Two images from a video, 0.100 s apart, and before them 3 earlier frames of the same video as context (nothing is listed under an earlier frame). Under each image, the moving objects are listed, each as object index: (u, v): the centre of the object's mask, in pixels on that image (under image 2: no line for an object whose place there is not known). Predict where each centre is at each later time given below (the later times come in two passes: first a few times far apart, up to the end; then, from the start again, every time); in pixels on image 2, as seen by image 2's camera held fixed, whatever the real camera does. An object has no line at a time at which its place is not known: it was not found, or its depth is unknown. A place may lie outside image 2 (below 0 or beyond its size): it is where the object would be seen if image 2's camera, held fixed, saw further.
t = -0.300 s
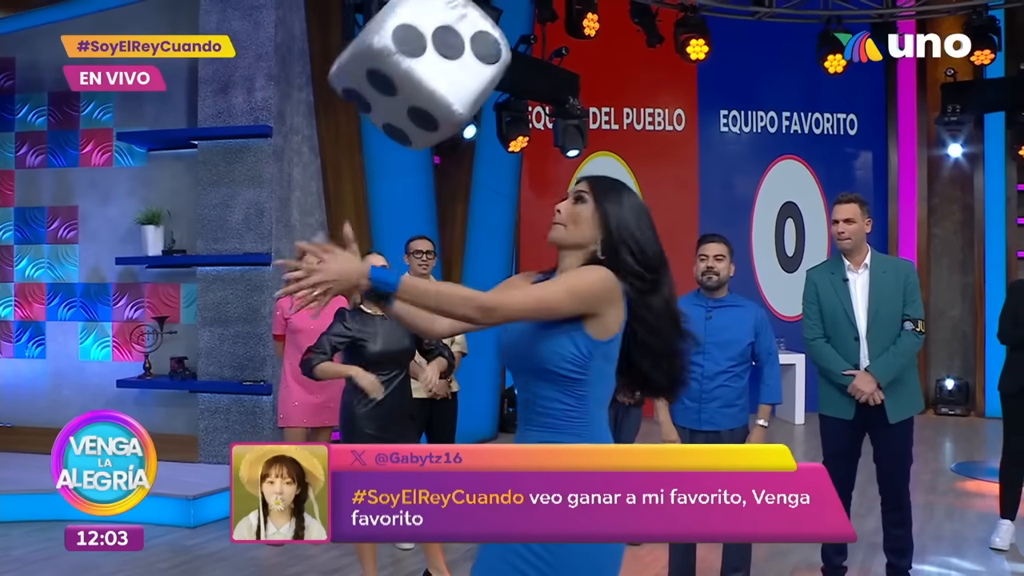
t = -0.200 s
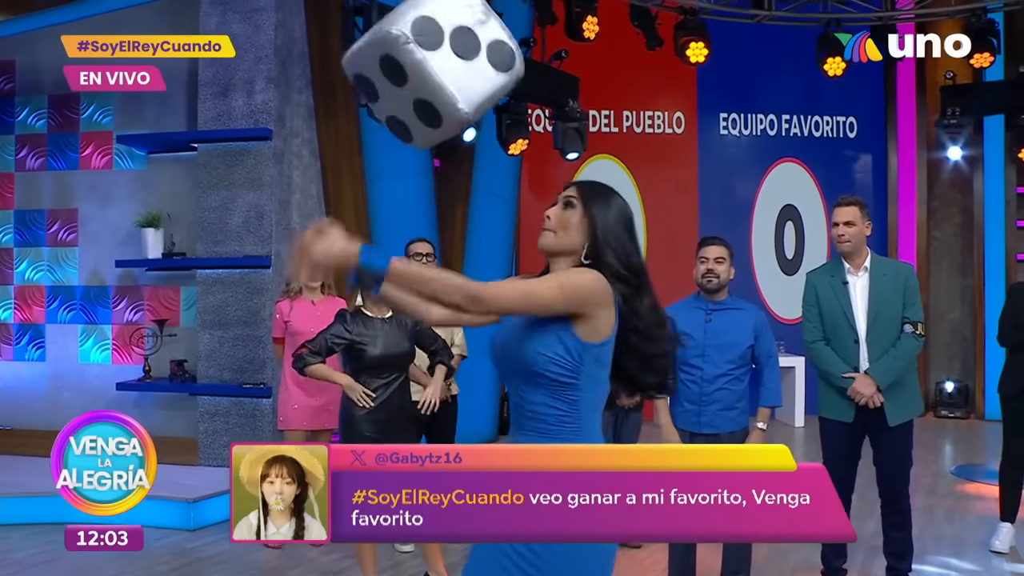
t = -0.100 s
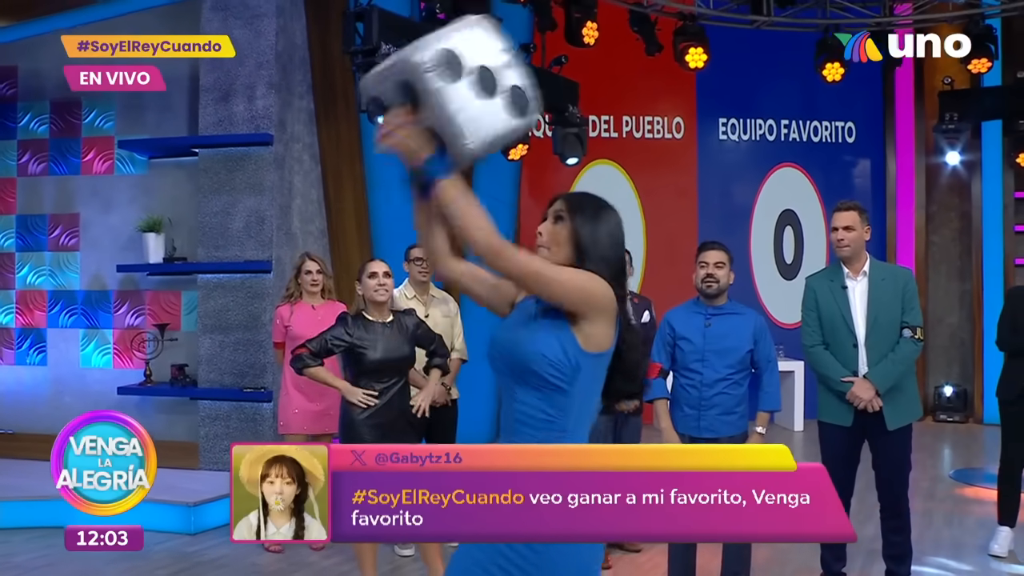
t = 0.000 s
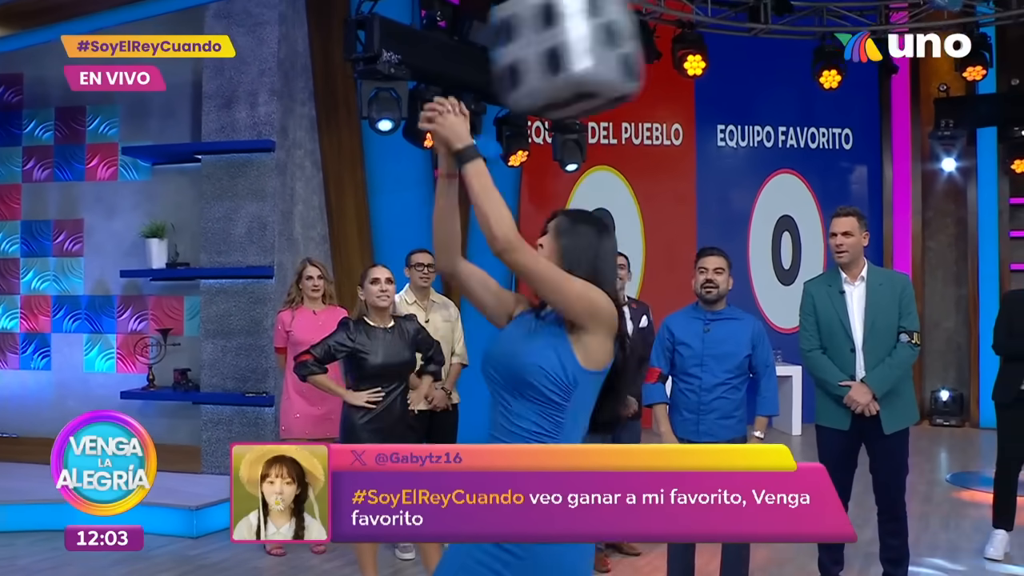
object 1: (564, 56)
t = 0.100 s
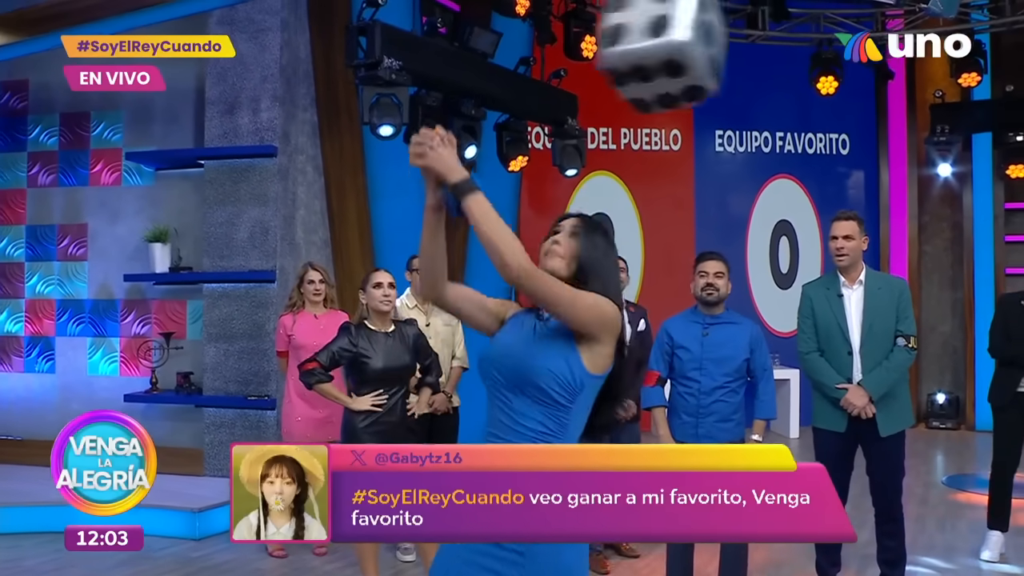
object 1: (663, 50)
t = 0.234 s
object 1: (765, 69)
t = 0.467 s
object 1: (896, 207)
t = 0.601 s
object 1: (944, 328)
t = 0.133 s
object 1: (692, 49)
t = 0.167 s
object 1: (722, 47)
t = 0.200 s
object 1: (745, 55)
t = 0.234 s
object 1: (765, 69)
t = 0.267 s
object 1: (783, 86)
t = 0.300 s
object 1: (804, 101)
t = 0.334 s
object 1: (824, 119)
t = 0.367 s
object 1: (842, 140)
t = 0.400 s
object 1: (862, 156)
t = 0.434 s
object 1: (878, 181)
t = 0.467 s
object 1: (896, 207)
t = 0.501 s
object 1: (912, 235)
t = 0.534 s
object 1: (920, 261)
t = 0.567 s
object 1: (934, 295)
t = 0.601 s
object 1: (944, 328)
